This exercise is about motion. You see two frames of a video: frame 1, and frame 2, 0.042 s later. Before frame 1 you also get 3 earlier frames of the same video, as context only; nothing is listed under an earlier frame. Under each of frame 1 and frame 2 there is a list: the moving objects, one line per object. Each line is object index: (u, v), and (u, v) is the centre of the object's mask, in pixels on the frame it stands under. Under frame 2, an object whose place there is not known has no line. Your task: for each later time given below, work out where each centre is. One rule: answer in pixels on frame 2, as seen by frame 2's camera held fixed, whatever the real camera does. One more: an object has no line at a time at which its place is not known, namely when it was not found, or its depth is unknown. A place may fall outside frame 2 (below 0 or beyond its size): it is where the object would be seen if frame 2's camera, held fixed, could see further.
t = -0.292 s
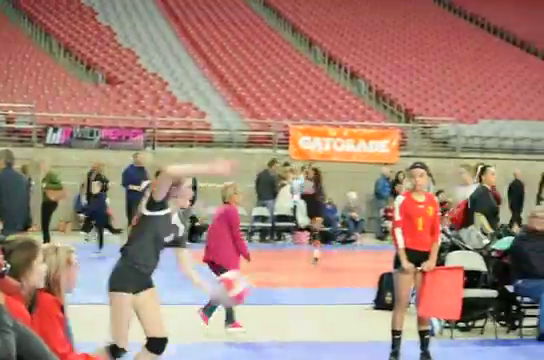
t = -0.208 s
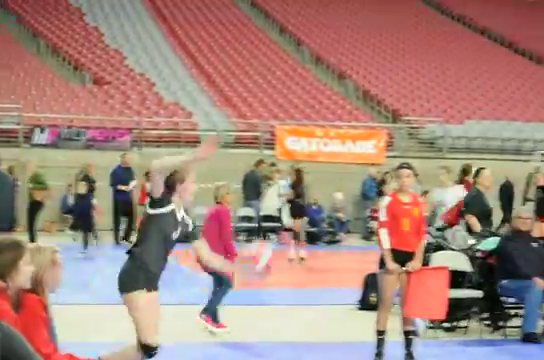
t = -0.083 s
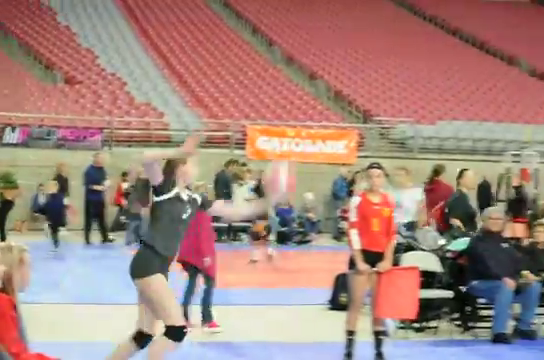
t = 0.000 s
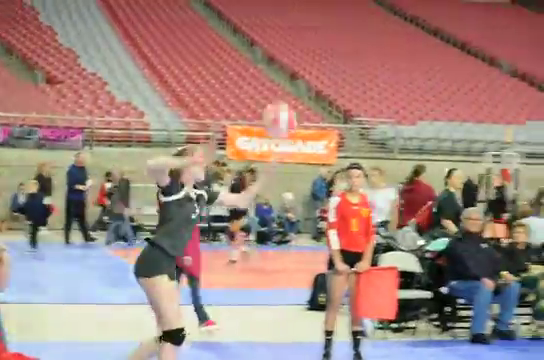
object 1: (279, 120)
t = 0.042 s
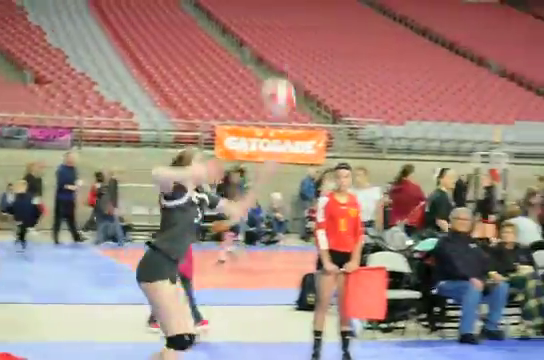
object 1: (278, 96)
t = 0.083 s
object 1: (285, 74)
